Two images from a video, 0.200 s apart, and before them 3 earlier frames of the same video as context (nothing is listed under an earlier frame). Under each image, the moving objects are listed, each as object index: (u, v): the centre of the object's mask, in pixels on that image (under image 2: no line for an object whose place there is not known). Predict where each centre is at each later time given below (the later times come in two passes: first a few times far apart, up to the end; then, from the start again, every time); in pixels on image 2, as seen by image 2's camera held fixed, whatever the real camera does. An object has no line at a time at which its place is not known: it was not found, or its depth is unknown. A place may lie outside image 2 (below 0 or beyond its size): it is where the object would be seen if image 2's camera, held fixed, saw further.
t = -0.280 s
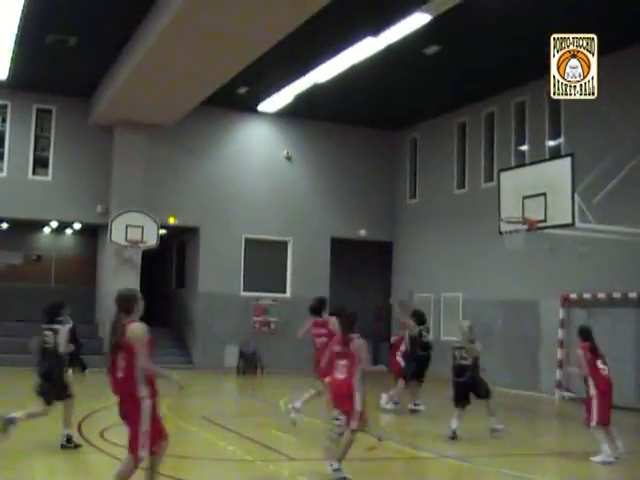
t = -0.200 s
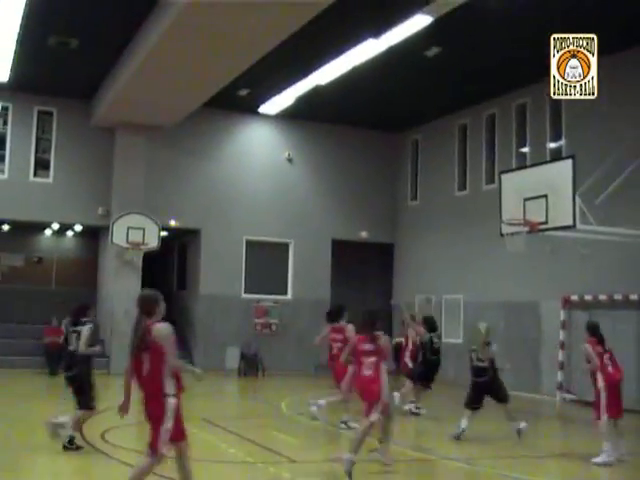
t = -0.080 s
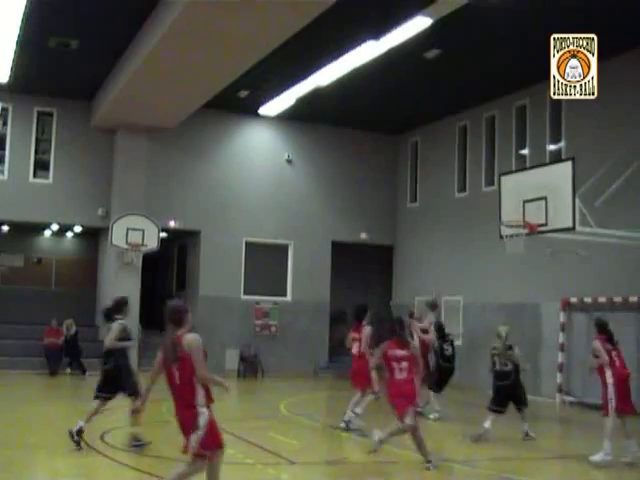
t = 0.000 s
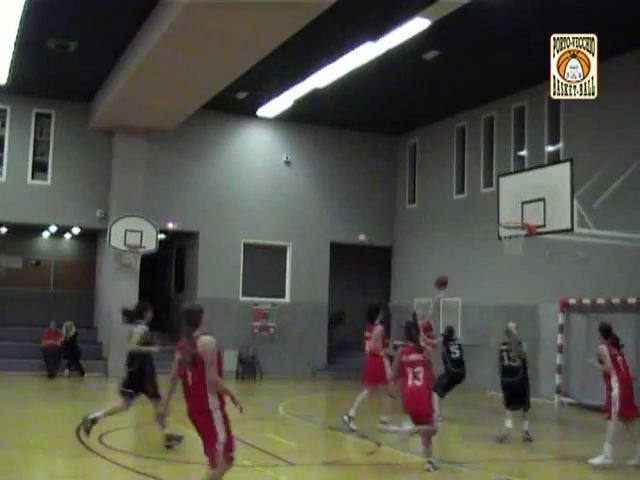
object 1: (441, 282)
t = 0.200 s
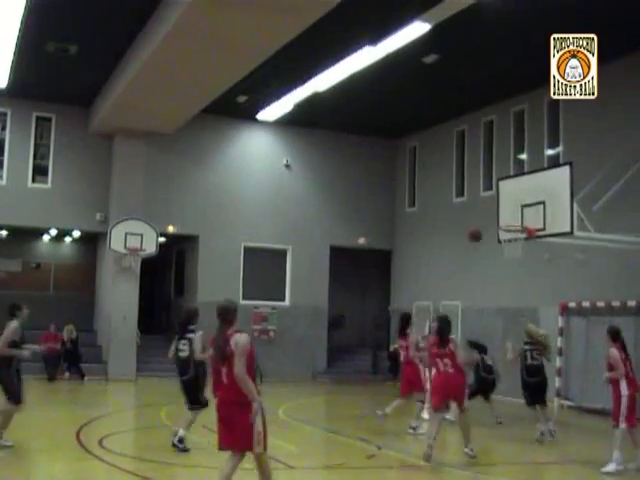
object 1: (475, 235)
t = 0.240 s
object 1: (481, 229)
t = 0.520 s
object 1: (506, 212)
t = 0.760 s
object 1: (511, 232)
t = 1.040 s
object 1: (513, 253)
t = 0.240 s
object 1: (481, 229)
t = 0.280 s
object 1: (488, 222)
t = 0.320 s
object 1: (496, 216)
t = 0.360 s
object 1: (502, 211)
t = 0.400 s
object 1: (505, 209)
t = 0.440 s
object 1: (505, 209)
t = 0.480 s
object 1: (505, 210)
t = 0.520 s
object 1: (506, 212)
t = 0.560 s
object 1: (505, 215)
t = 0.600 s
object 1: (505, 218)
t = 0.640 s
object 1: (507, 224)
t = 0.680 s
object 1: (509, 225)
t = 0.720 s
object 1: (509, 228)
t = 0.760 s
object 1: (511, 232)
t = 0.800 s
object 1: (513, 237)
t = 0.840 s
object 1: (514, 241)
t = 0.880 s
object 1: (515, 242)
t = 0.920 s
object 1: (514, 244)
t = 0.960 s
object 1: (514, 246)
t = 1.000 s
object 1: (514, 248)
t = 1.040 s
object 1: (513, 253)
